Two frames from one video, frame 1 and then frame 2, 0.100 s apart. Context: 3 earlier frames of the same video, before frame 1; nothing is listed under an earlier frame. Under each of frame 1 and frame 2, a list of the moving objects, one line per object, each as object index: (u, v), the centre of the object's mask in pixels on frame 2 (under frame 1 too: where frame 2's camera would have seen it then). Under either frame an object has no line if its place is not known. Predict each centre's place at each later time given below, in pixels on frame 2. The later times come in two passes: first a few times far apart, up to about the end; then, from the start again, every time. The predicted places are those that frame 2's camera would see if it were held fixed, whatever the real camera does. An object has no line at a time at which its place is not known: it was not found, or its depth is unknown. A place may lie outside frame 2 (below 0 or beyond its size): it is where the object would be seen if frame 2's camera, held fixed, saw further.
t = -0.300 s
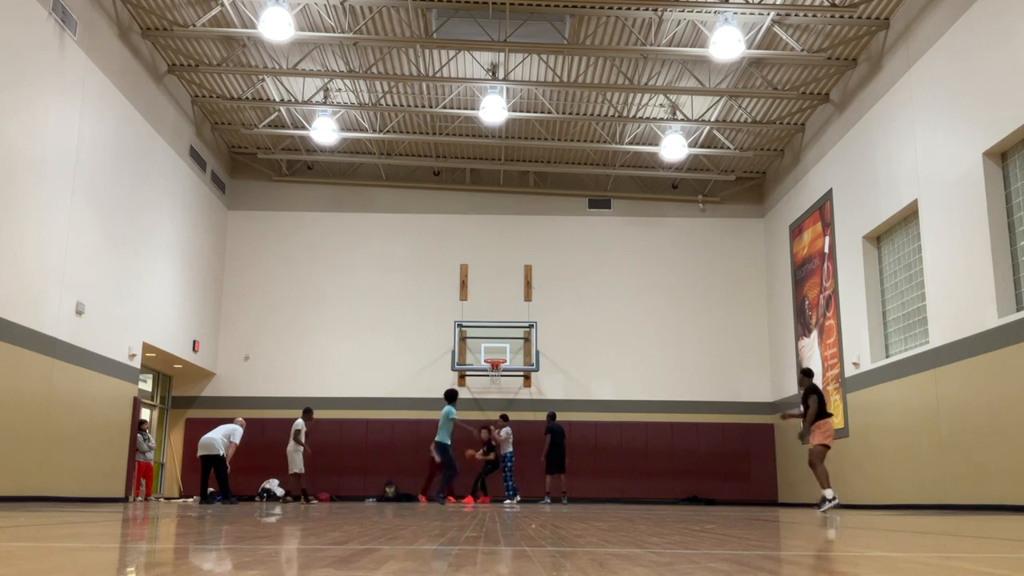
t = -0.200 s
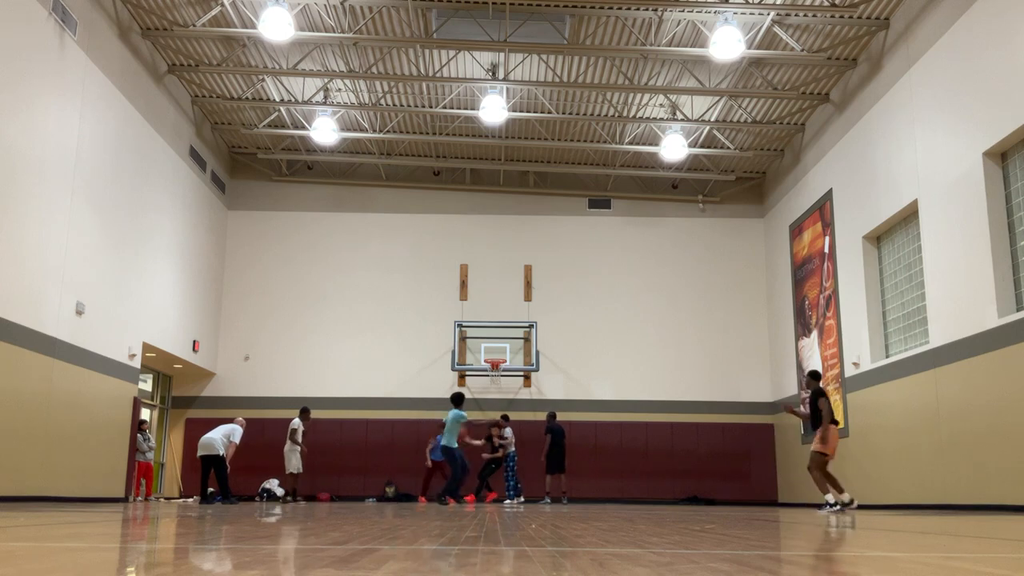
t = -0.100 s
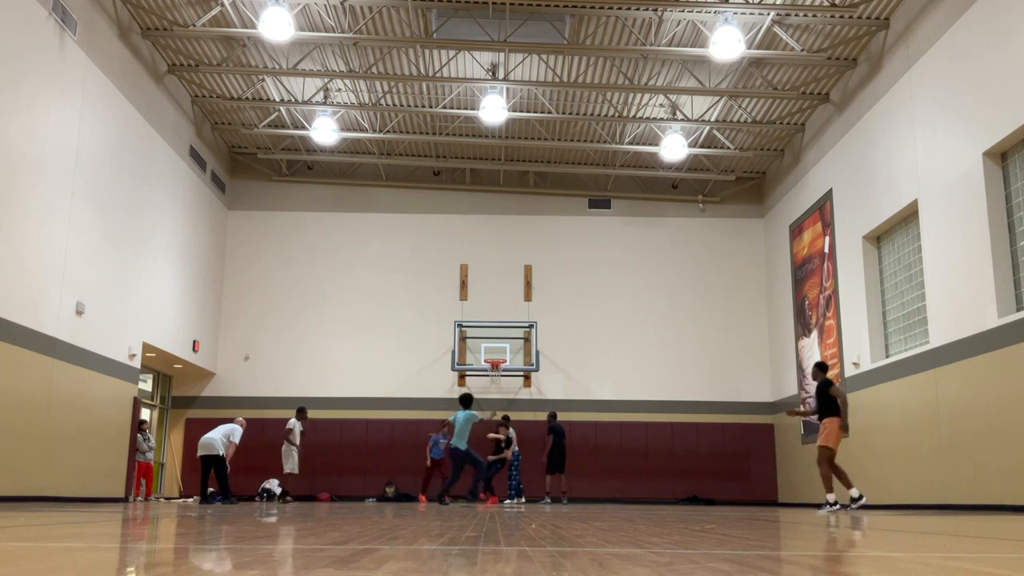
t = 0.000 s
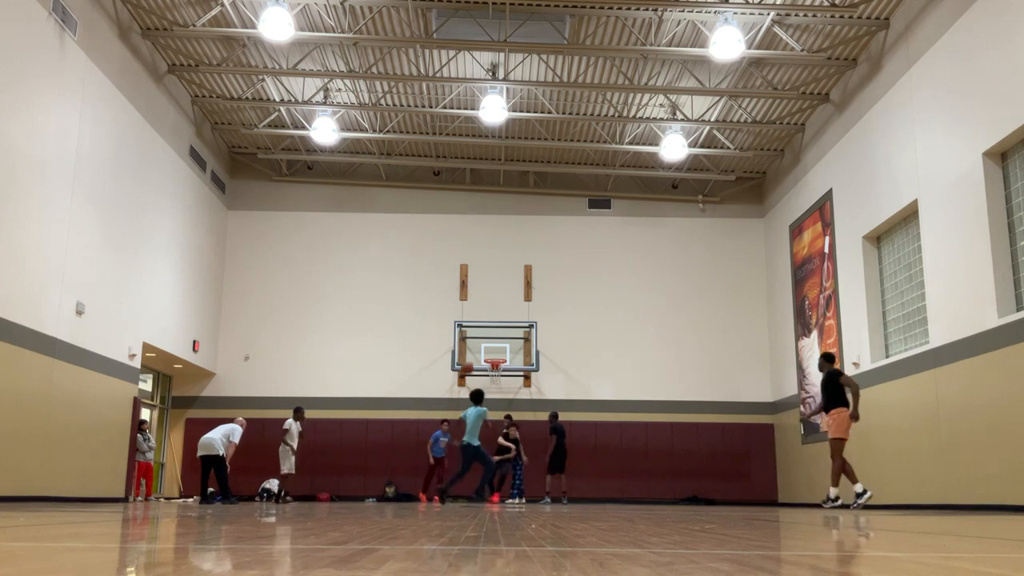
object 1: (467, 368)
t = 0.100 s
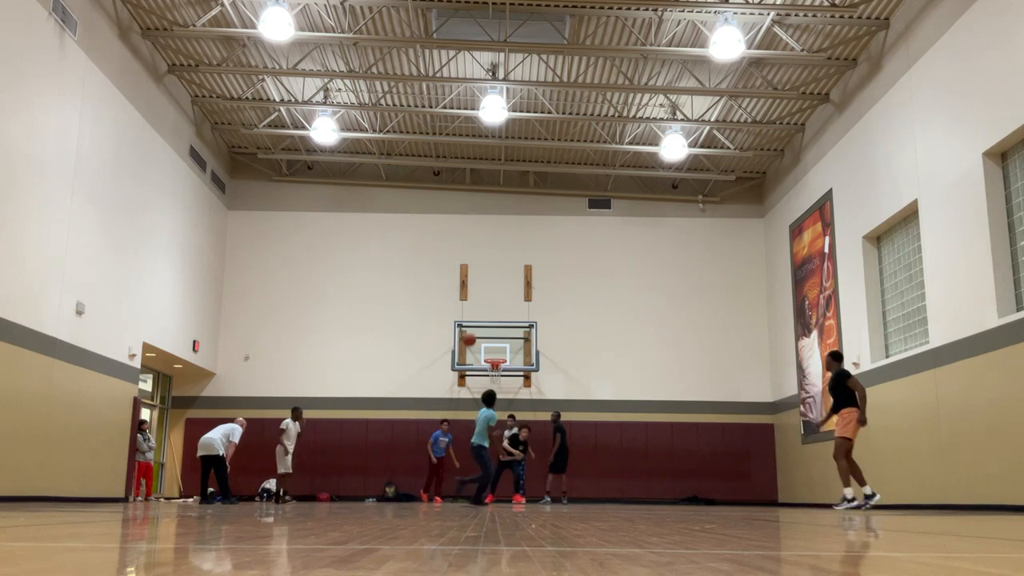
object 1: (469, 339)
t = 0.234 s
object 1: (471, 306)
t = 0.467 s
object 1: (472, 264)
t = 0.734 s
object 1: (469, 249)
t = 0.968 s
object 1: (461, 287)
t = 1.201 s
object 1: (441, 423)
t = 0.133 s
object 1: (469, 331)
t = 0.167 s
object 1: (470, 322)
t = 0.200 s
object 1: (470, 314)
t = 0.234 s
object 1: (471, 306)
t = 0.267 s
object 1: (471, 299)
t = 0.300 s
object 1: (472, 292)
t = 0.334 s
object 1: (472, 285)
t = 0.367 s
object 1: (472, 279)
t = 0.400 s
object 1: (471, 273)
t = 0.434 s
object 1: (471, 268)
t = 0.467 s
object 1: (472, 264)
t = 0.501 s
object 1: (472, 260)
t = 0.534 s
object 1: (472, 256)
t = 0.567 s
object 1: (472, 253)
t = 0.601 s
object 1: (471, 251)
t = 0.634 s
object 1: (471, 249)
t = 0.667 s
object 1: (470, 248)
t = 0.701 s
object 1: (470, 248)
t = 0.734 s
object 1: (469, 249)
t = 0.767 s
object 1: (468, 251)
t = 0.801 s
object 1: (468, 254)
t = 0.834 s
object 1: (467, 258)
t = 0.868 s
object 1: (466, 262)
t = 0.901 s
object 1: (464, 269)
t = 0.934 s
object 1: (463, 277)
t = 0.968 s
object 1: (461, 287)
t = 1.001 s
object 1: (459, 298)
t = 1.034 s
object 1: (457, 312)
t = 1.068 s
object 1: (455, 327)
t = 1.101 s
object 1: (452, 346)
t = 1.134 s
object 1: (448, 368)
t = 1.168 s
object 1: (445, 393)
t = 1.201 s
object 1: (441, 423)
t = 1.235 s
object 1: (436, 457)
